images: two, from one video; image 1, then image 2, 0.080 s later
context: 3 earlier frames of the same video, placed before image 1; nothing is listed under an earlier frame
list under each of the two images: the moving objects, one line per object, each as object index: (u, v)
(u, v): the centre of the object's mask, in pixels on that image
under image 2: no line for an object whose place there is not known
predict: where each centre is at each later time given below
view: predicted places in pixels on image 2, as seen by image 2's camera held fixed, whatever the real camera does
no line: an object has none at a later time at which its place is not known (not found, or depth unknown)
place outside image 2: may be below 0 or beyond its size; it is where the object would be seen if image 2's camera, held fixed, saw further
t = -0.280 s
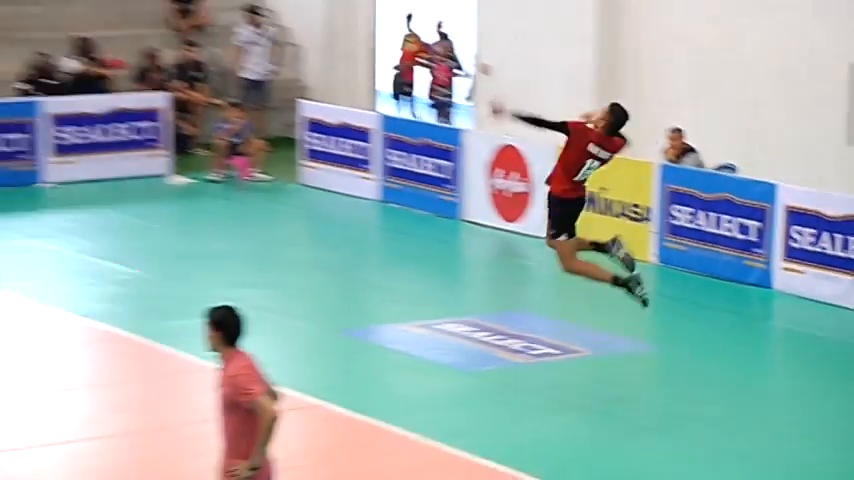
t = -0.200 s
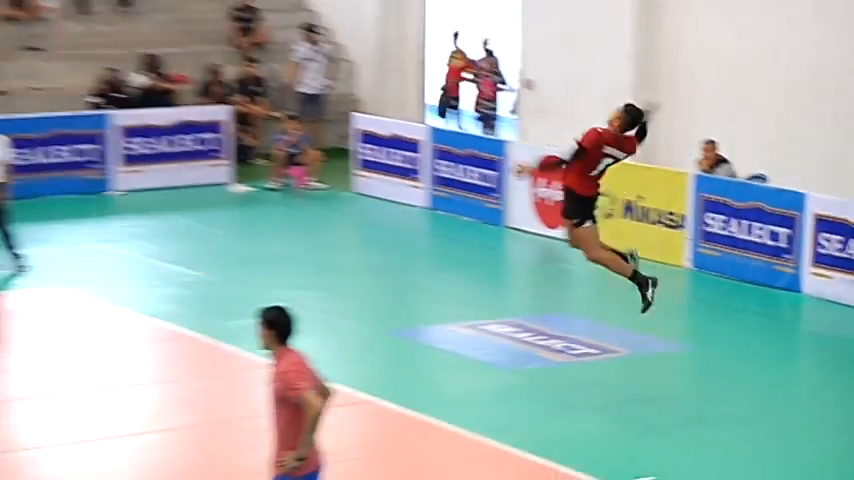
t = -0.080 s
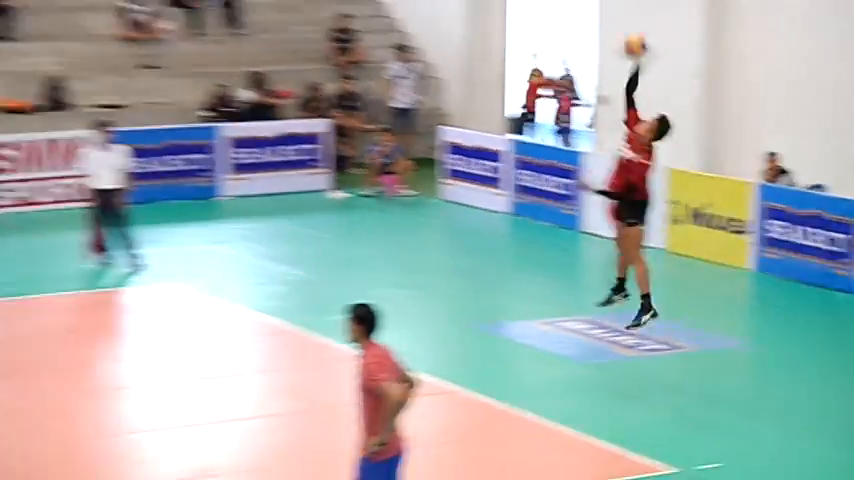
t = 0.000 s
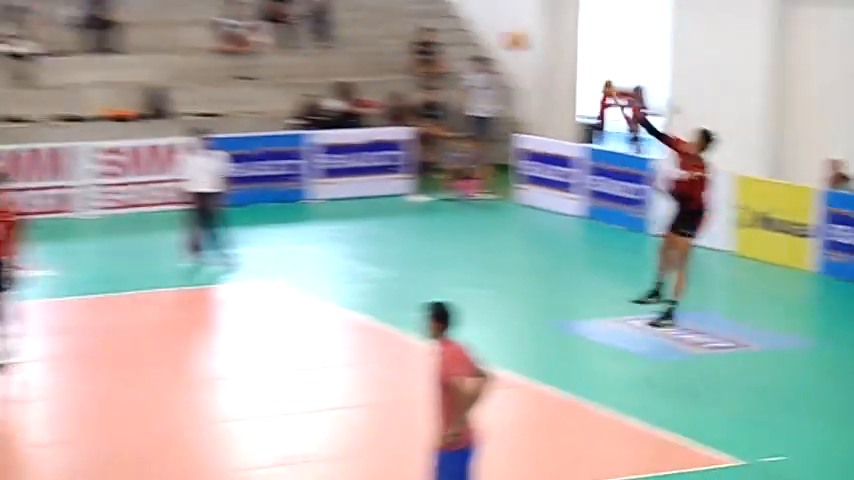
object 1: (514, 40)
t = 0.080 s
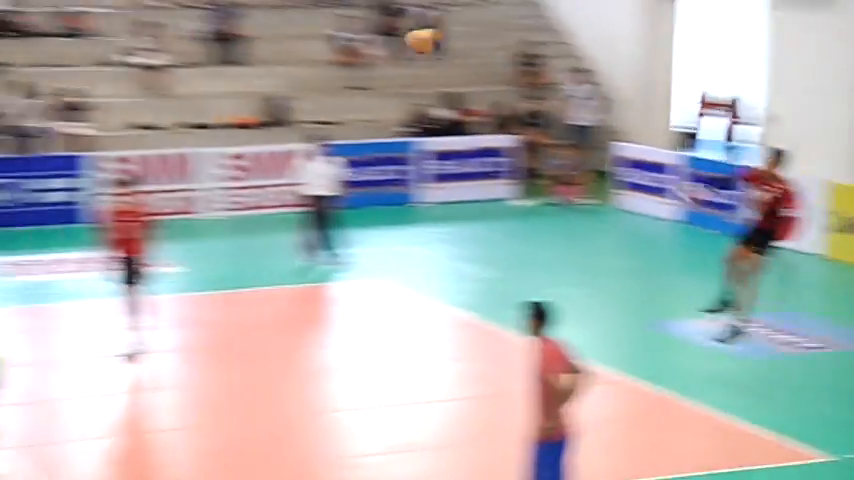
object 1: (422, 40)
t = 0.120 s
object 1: (324, 40)
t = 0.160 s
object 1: (224, 44)
